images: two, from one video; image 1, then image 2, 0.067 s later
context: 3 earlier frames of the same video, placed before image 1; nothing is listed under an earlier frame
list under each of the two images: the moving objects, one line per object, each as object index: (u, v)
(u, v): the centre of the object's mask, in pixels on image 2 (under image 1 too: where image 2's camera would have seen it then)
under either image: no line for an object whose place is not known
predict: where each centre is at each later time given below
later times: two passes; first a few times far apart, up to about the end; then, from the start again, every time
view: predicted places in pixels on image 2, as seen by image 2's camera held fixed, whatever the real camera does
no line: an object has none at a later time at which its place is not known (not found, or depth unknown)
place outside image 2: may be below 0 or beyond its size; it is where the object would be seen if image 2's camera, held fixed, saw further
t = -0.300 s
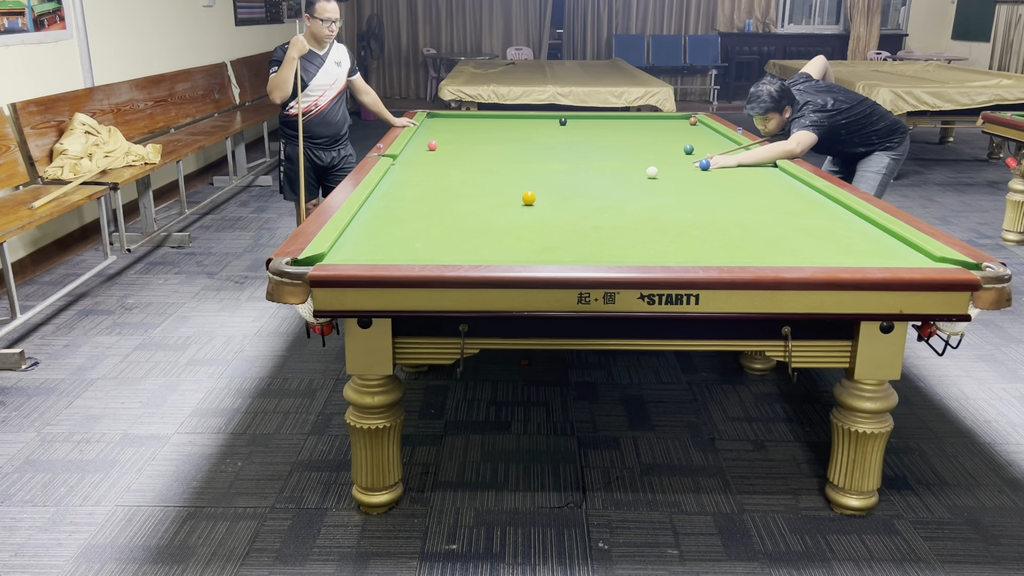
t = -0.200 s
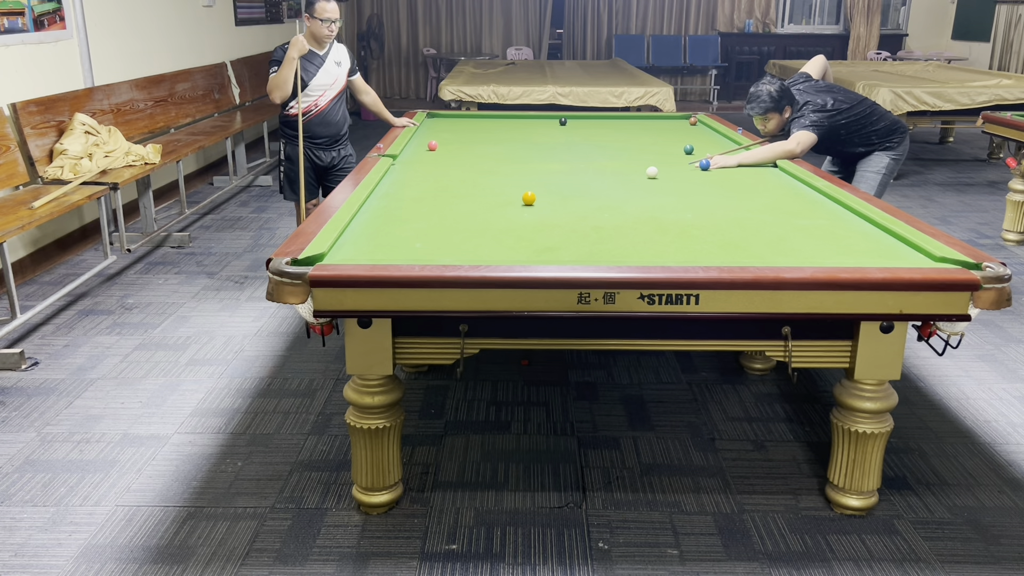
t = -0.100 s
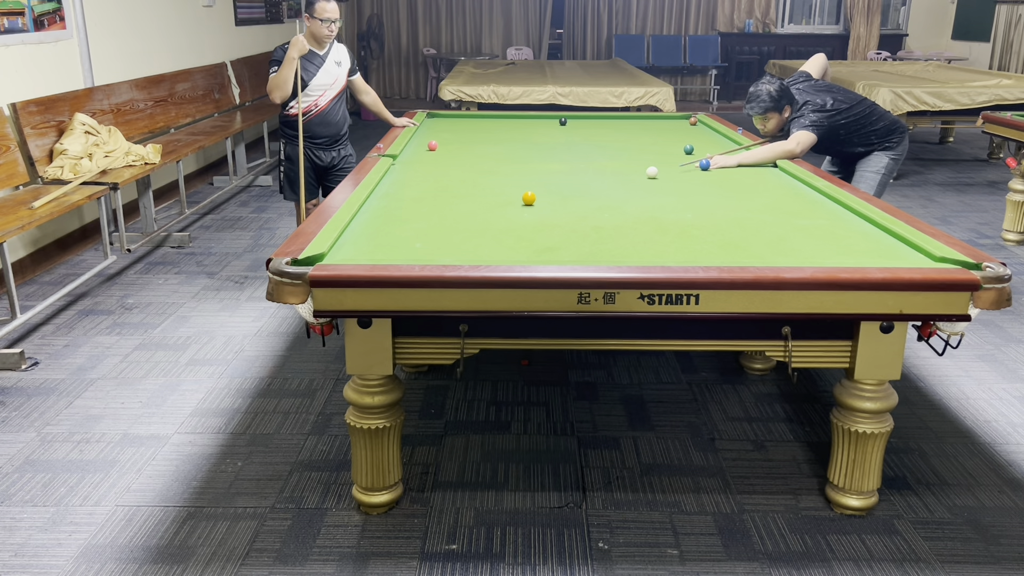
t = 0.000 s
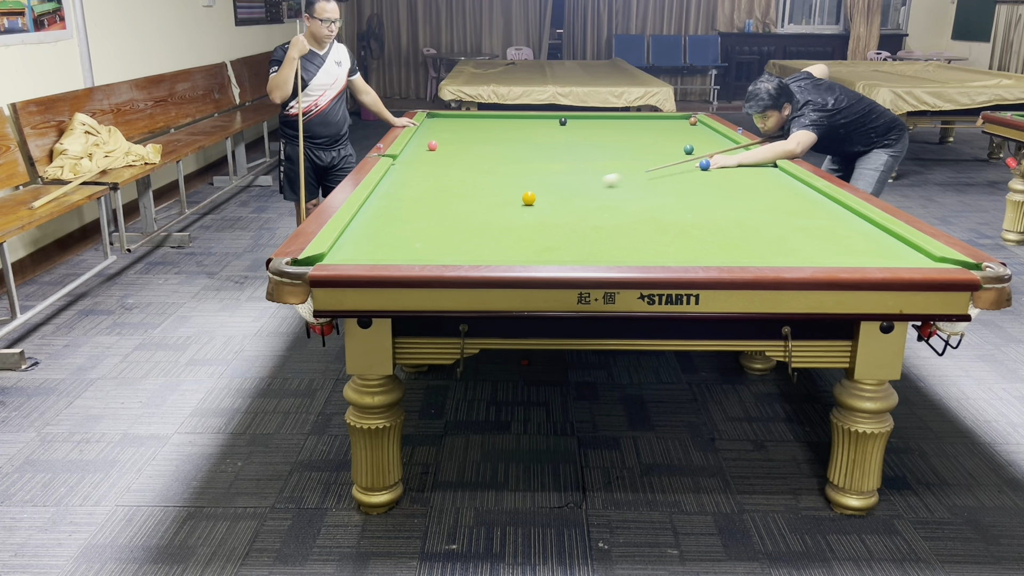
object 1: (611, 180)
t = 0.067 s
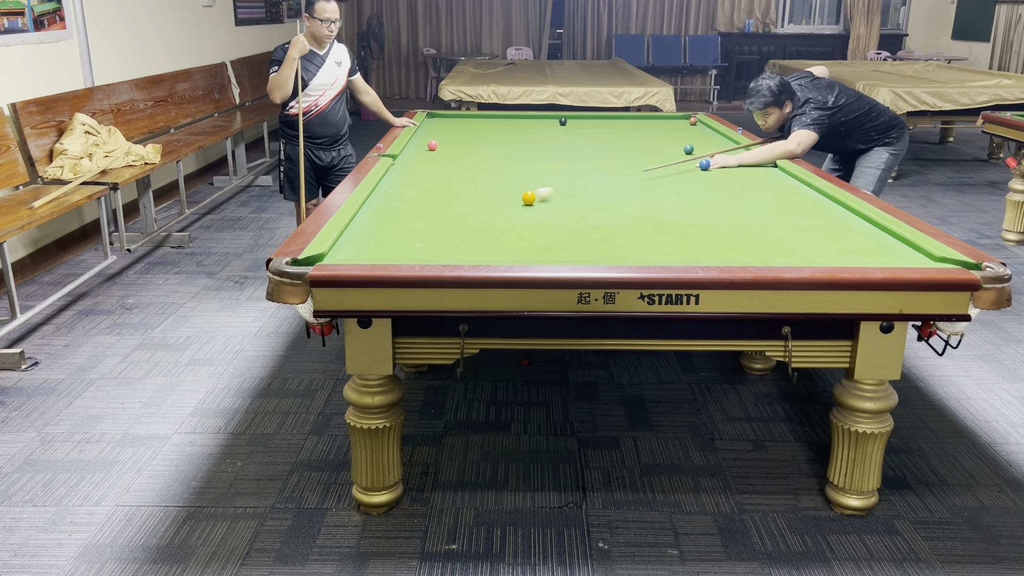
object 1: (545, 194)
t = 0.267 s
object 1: (480, 191)
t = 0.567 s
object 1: (403, 187)
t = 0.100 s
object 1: (528, 193)
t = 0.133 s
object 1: (518, 192)
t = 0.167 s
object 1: (508, 193)
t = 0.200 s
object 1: (498, 192)
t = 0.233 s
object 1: (489, 191)
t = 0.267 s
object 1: (480, 191)
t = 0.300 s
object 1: (471, 191)
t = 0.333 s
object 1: (462, 190)
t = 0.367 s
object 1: (454, 190)
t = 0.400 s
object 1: (445, 189)
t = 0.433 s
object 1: (436, 189)
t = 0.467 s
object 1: (428, 188)
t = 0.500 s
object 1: (419, 188)
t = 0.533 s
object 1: (411, 187)
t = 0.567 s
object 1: (403, 187)
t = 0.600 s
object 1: (395, 186)
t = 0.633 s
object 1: (386, 186)
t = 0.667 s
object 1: (384, 185)
